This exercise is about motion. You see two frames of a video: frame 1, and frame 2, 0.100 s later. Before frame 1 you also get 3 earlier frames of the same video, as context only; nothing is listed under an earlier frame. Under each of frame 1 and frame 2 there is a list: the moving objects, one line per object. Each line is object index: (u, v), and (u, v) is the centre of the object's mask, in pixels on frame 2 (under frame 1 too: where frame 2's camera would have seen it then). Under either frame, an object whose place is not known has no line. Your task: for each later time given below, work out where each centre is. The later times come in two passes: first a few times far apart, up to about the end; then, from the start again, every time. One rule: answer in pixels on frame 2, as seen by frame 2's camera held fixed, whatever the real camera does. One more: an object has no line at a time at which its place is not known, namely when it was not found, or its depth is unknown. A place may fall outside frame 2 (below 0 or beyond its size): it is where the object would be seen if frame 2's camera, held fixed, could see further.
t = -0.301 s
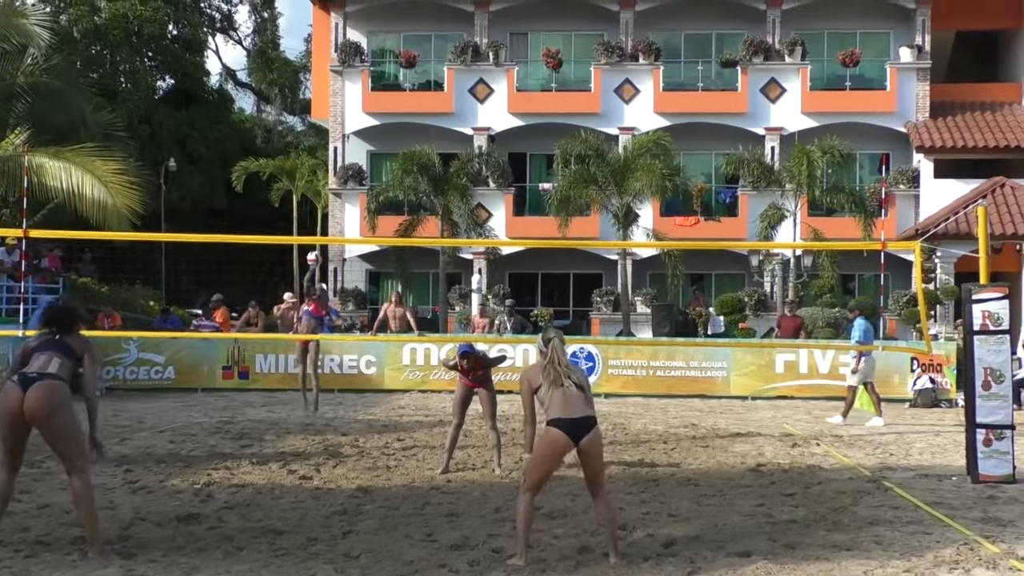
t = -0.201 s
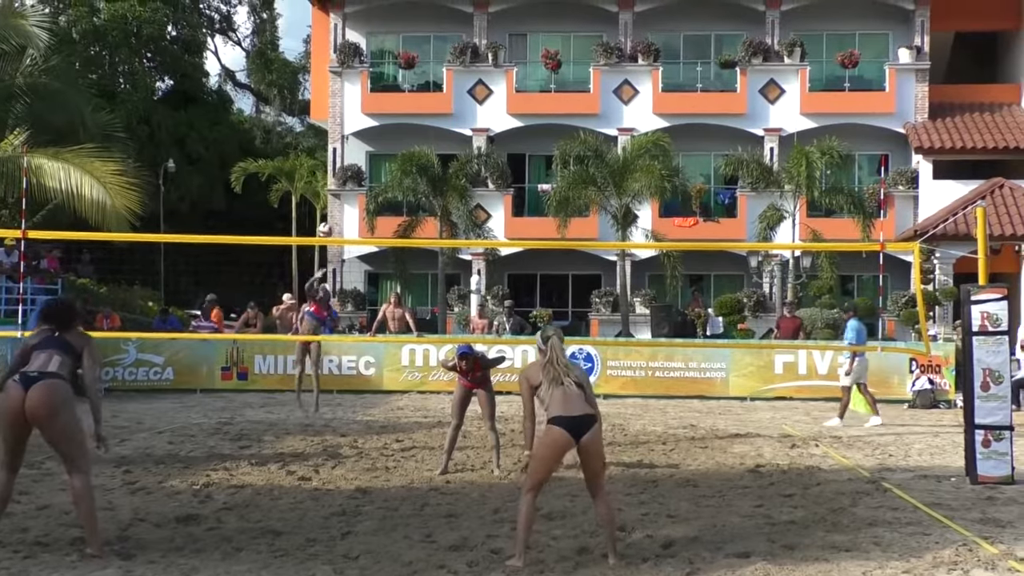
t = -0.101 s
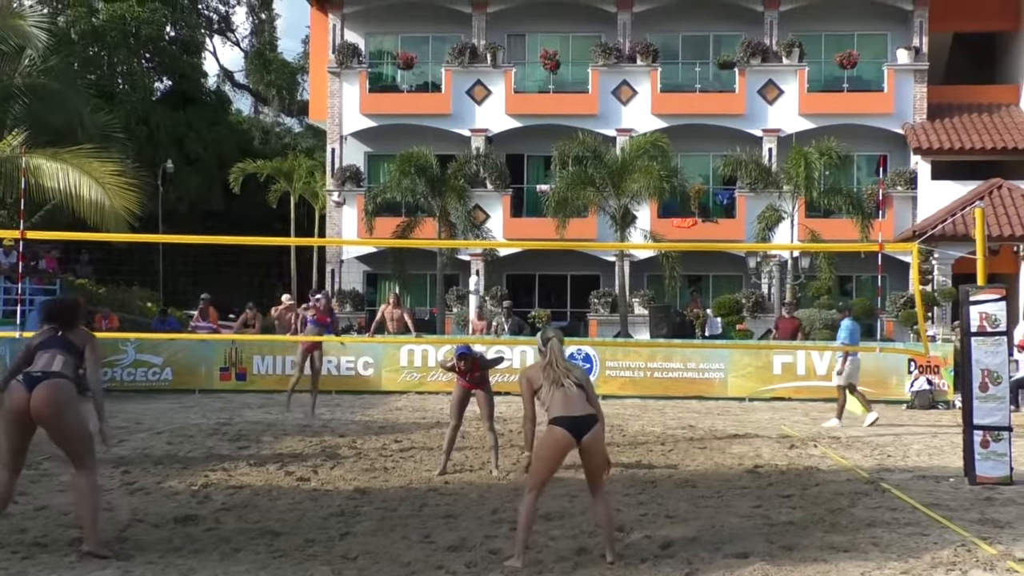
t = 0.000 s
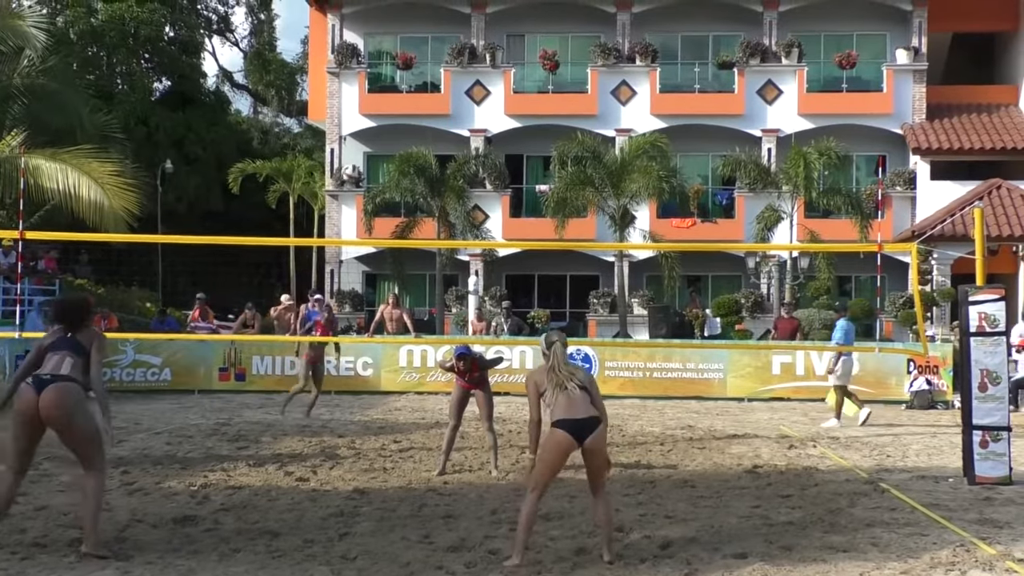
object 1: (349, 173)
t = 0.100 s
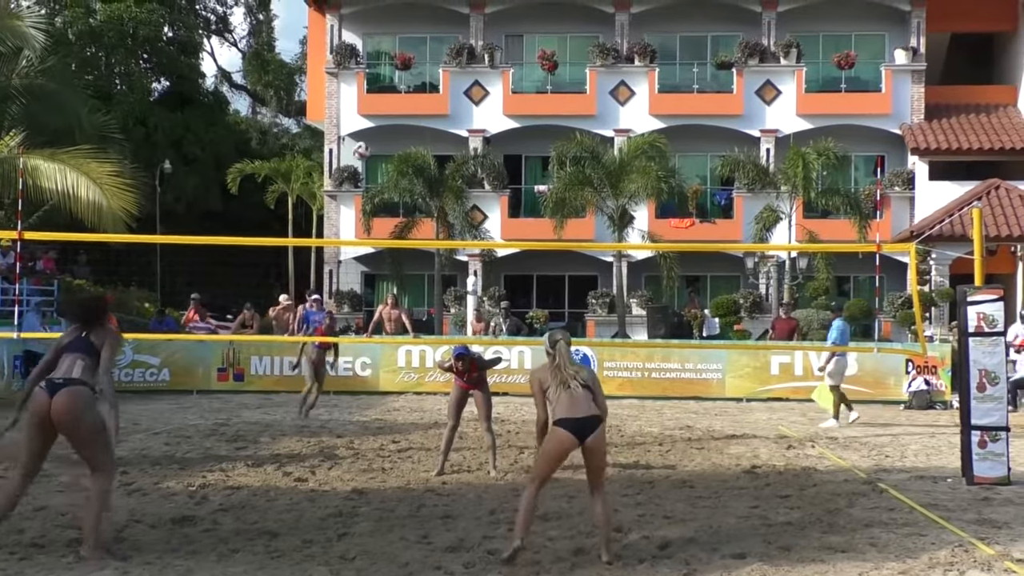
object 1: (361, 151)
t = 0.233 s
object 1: (377, 130)
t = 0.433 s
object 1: (403, 124)
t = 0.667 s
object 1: (446, 168)
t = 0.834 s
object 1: (491, 257)
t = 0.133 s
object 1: (365, 144)
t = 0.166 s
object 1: (369, 138)
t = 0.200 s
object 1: (373, 134)
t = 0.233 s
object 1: (377, 130)
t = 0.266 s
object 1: (381, 126)
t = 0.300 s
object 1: (385, 124)
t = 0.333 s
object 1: (389, 122)
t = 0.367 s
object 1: (393, 122)
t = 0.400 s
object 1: (398, 122)
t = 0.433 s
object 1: (403, 124)
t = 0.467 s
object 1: (407, 127)
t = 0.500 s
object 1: (412, 131)
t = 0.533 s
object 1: (418, 136)
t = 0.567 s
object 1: (424, 142)
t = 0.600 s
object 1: (431, 149)
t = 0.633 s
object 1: (438, 157)
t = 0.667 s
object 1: (446, 168)
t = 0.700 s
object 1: (454, 181)
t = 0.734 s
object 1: (464, 196)
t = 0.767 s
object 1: (472, 214)
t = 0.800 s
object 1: (481, 234)
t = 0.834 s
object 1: (491, 257)
